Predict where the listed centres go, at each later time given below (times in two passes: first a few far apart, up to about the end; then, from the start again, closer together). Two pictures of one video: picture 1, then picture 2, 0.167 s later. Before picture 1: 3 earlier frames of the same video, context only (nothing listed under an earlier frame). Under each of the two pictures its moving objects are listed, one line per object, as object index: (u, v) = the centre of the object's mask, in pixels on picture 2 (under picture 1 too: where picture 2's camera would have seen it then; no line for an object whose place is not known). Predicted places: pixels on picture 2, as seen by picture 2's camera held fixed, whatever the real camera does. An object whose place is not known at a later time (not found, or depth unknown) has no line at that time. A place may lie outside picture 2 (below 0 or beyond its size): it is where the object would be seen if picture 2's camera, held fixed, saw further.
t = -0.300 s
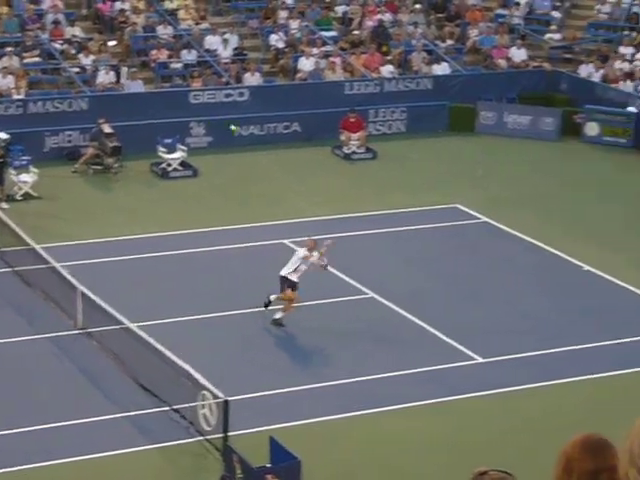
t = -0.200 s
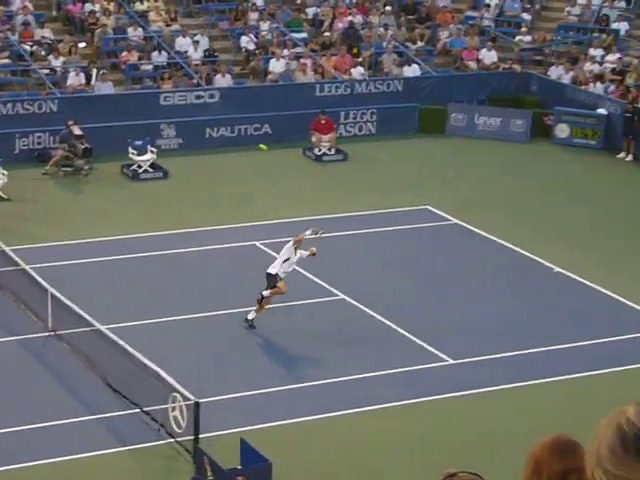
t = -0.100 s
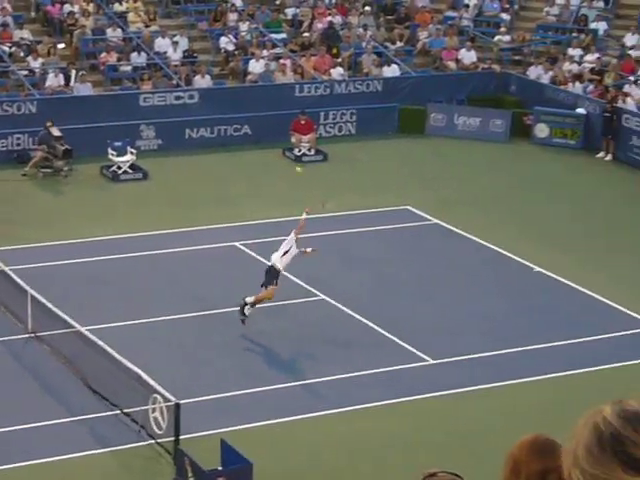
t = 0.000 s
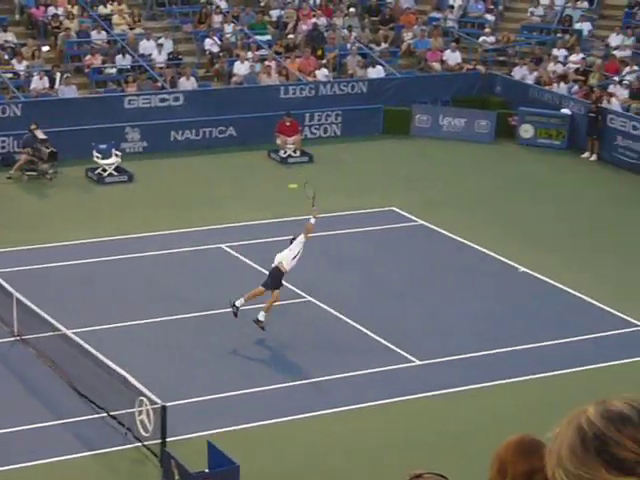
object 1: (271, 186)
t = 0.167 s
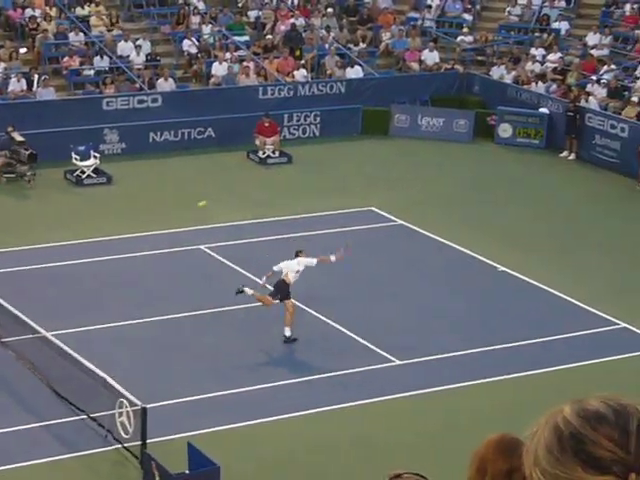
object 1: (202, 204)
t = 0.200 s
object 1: (188, 209)
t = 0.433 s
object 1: (87, 265)
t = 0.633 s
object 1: (-2, 340)
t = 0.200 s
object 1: (188, 209)
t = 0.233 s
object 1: (174, 215)
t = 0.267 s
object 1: (159, 221)
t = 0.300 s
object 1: (145, 229)
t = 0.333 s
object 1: (130, 236)
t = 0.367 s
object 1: (115, 245)
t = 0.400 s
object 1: (101, 254)
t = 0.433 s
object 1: (87, 265)
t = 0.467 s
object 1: (72, 276)
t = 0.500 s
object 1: (57, 287)
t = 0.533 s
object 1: (42, 299)
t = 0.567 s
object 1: (27, 312)
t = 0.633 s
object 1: (-2, 340)
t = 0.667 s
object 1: (-19, 356)
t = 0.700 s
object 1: (-34, 372)
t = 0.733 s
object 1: (-50, 390)
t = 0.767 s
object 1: (-65, 408)
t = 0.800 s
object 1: (-81, 426)
